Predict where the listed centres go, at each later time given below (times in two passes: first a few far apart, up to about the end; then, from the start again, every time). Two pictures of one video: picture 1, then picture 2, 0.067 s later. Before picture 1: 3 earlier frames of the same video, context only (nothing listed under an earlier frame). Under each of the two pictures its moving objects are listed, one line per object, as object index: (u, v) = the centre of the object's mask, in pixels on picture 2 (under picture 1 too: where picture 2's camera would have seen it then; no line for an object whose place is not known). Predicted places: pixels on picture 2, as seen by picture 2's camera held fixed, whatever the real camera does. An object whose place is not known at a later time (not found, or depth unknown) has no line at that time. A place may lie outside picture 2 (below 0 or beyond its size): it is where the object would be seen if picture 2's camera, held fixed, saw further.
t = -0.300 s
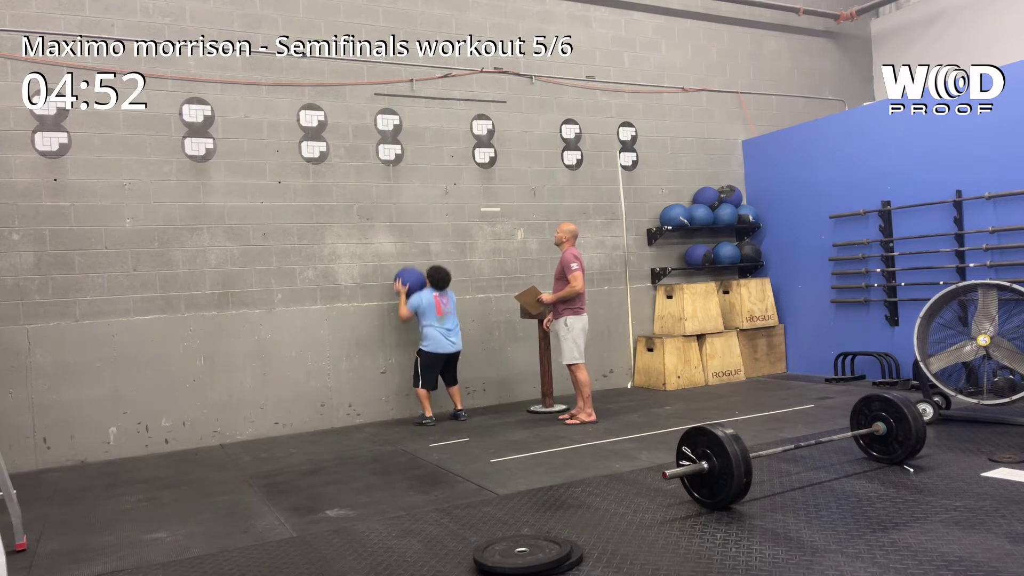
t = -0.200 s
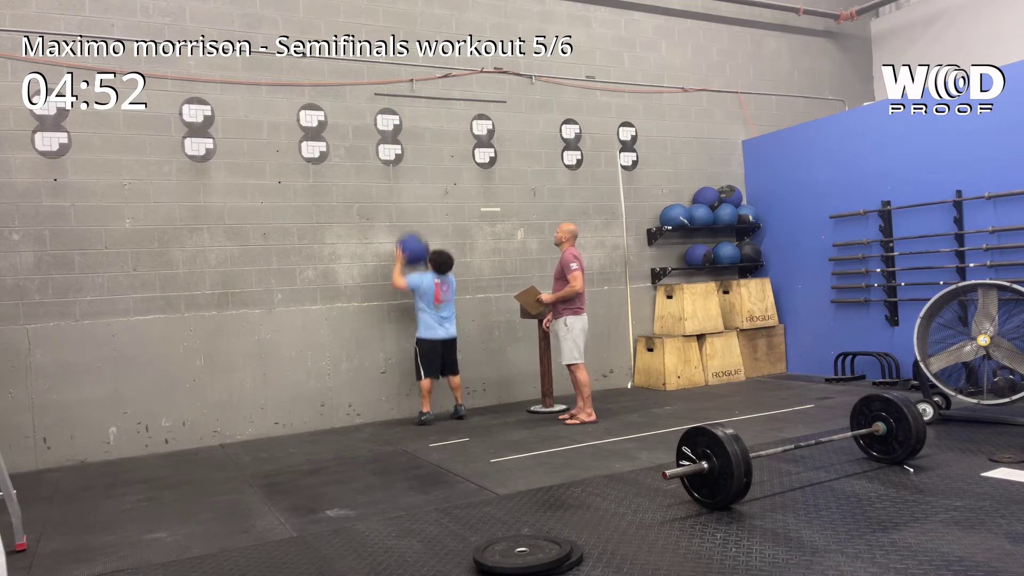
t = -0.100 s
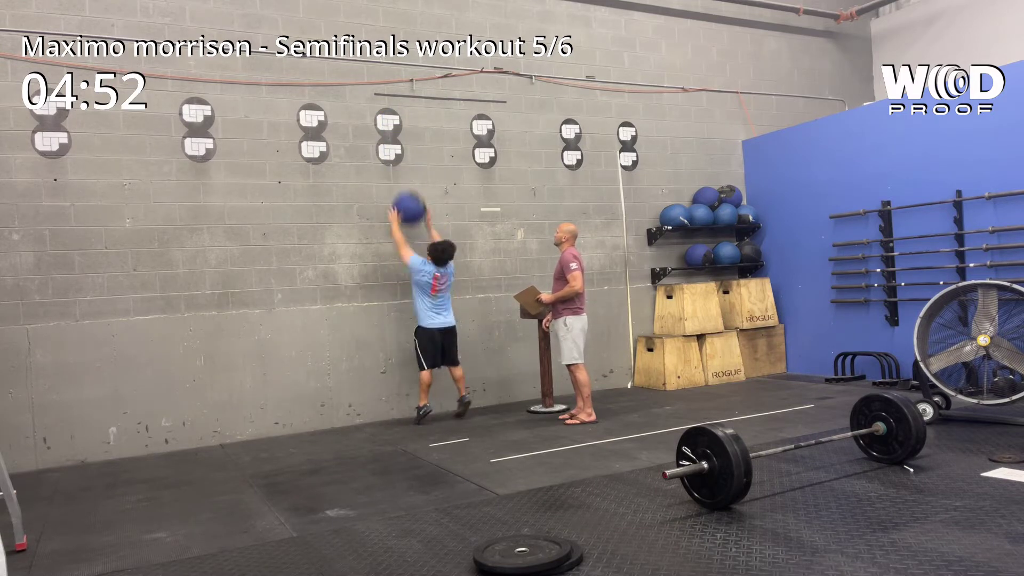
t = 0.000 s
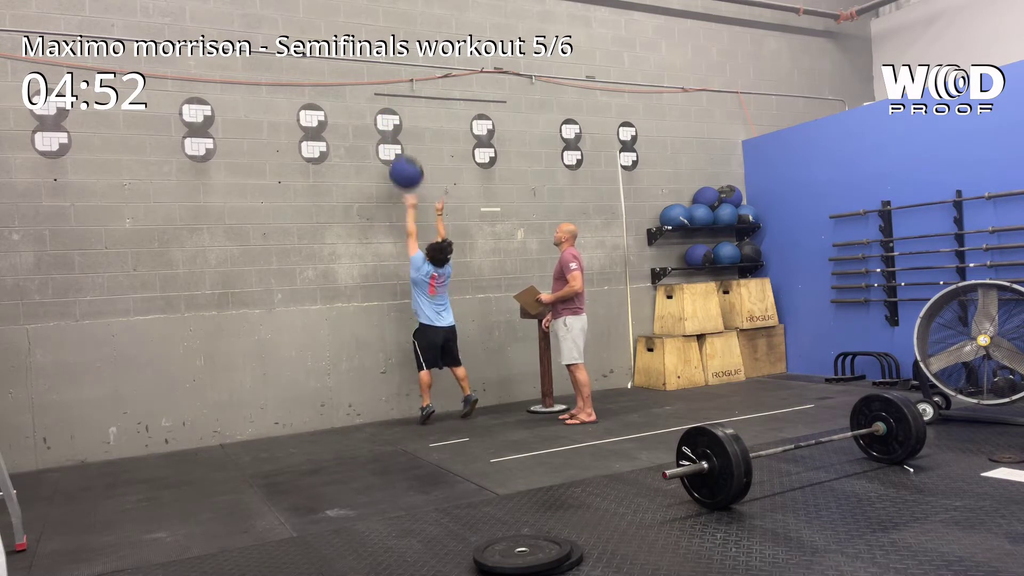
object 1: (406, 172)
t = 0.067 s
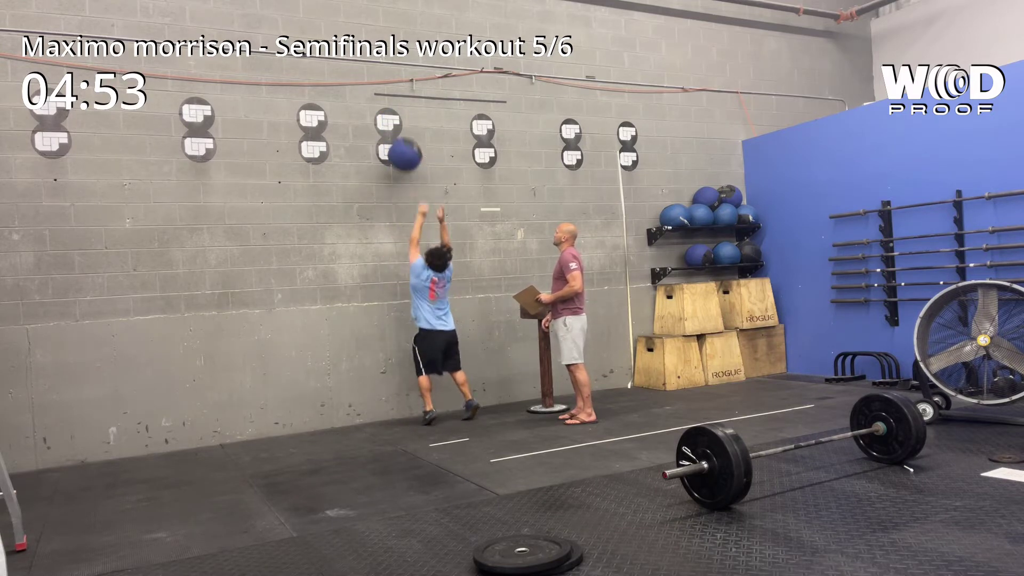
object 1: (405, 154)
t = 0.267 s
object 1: (400, 127)
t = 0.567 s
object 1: (401, 156)
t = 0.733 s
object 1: (404, 210)
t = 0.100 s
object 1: (404, 147)
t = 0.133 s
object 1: (403, 141)
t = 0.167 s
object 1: (403, 136)
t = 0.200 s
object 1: (402, 131)
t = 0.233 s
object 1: (401, 129)
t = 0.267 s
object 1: (400, 127)
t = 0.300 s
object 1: (401, 126)
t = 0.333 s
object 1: (401, 126)
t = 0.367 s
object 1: (401, 127)
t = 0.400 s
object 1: (401, 129)
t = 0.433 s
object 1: (401, 132)
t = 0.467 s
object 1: (401, 137)
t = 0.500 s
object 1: (401, 142)
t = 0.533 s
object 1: (401, 149)
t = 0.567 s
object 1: (401, 156)
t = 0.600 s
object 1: (402, 165)
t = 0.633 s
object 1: (403, 175)
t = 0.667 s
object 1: (403, 185)
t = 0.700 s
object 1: (404, 198)
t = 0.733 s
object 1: (404, 210)
